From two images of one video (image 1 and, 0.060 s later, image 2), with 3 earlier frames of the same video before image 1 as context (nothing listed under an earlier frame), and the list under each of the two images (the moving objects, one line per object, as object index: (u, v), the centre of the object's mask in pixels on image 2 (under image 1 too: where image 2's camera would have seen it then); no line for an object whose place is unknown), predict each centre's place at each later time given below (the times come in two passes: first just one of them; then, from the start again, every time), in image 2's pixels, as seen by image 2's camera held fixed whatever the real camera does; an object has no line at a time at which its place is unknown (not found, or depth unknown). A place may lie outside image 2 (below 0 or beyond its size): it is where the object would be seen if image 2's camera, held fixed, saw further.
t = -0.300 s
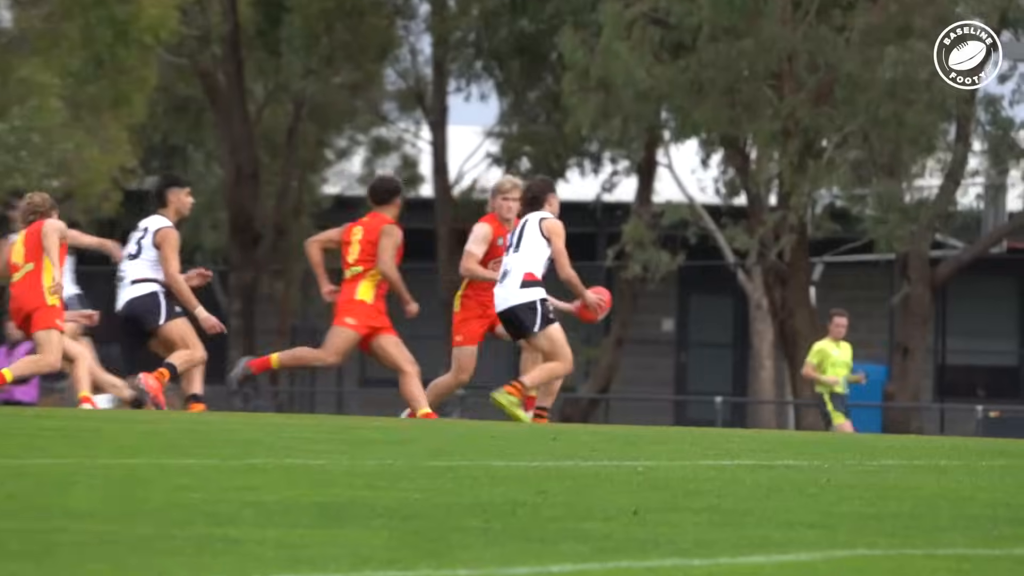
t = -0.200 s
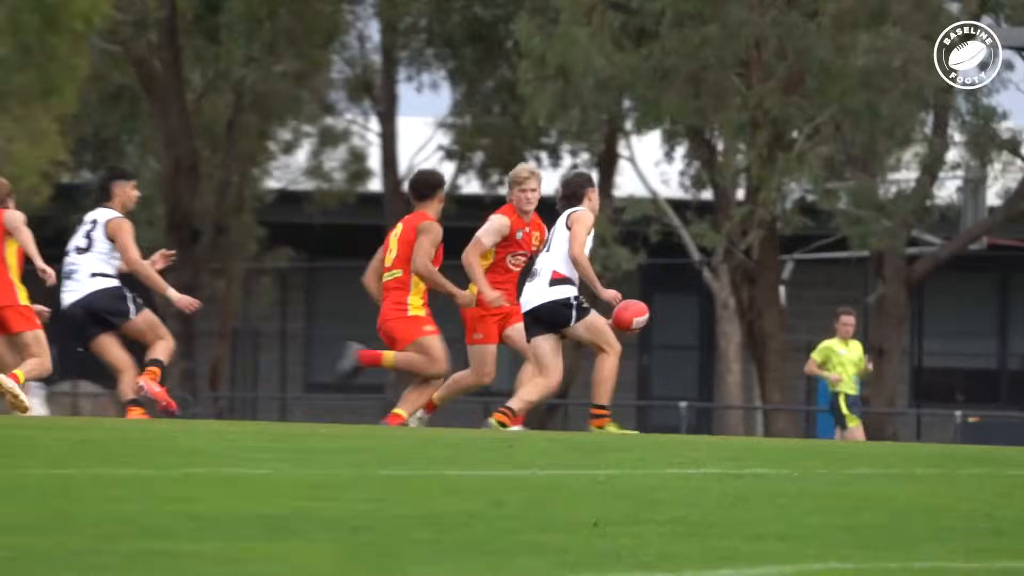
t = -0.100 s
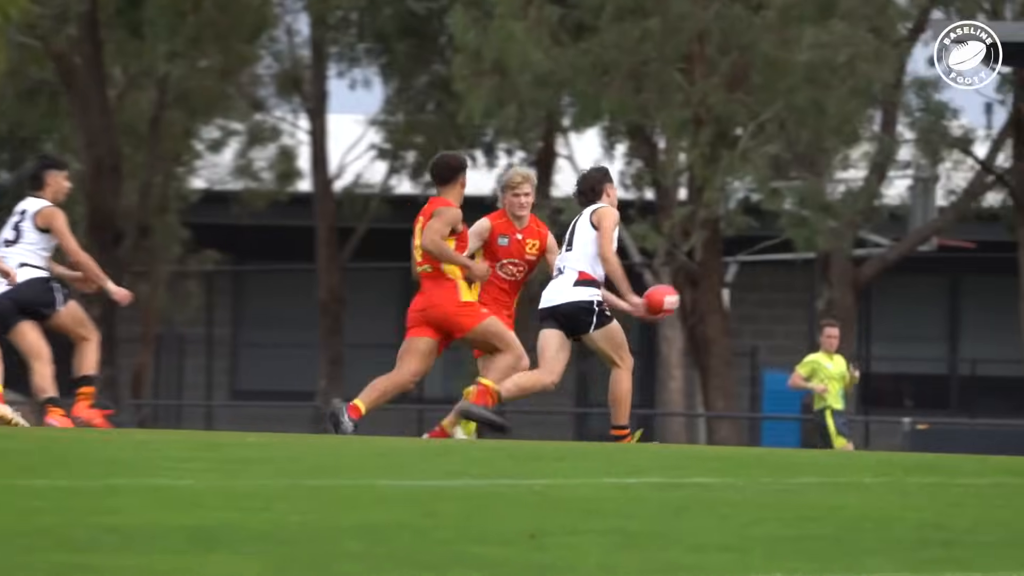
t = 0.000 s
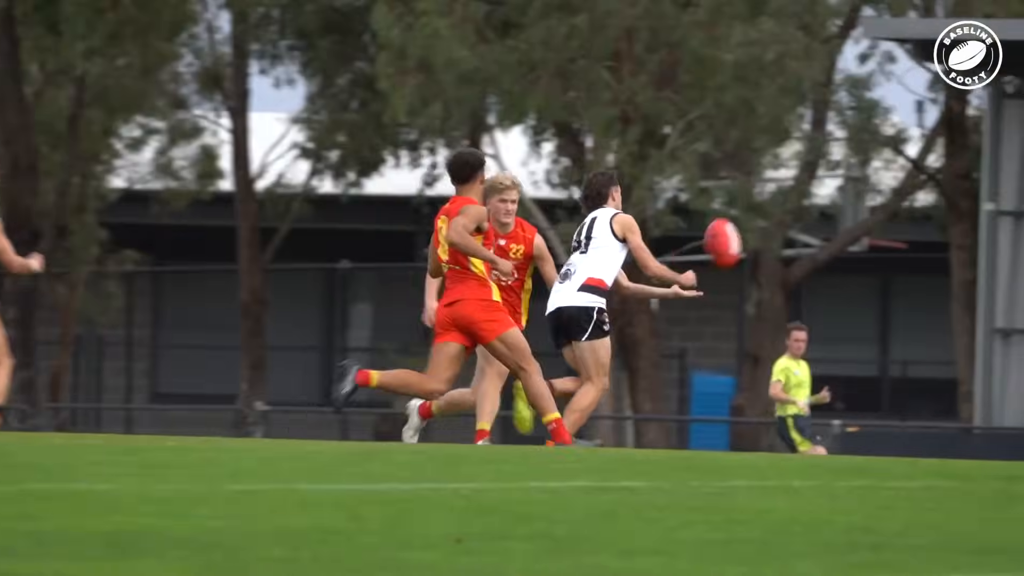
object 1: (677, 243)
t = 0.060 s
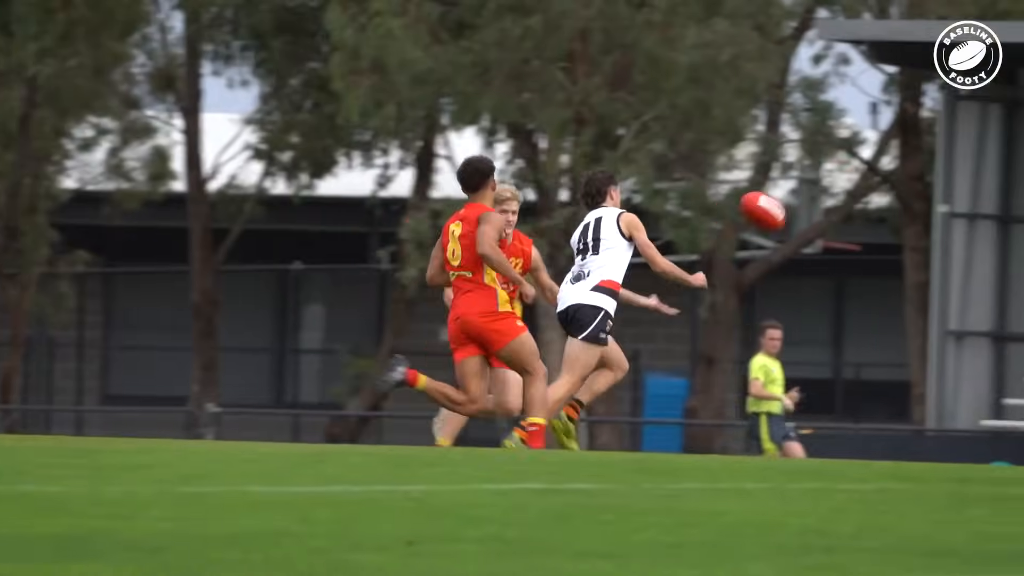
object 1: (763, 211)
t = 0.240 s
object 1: (1015, 146)
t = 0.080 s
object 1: (793, 201)
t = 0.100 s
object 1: (819, 193)
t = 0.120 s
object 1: (849, 184)
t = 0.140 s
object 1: (876, 176)
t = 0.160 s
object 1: (904, 168)
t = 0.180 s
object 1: (932, 162)
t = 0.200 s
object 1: (960, 155)
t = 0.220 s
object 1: (987, 150)
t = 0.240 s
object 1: (1015, 146)
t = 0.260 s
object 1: (1043, 140)
